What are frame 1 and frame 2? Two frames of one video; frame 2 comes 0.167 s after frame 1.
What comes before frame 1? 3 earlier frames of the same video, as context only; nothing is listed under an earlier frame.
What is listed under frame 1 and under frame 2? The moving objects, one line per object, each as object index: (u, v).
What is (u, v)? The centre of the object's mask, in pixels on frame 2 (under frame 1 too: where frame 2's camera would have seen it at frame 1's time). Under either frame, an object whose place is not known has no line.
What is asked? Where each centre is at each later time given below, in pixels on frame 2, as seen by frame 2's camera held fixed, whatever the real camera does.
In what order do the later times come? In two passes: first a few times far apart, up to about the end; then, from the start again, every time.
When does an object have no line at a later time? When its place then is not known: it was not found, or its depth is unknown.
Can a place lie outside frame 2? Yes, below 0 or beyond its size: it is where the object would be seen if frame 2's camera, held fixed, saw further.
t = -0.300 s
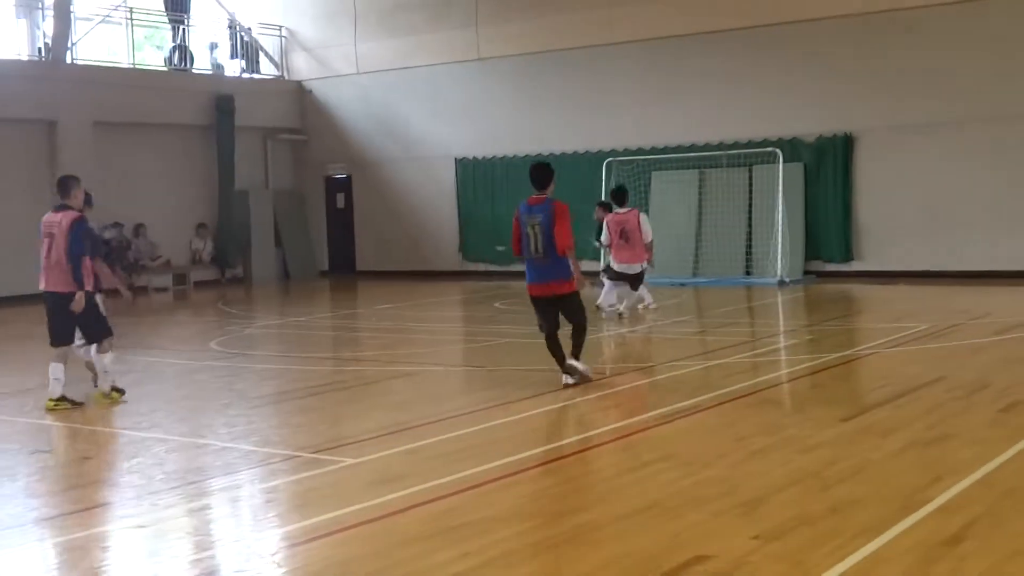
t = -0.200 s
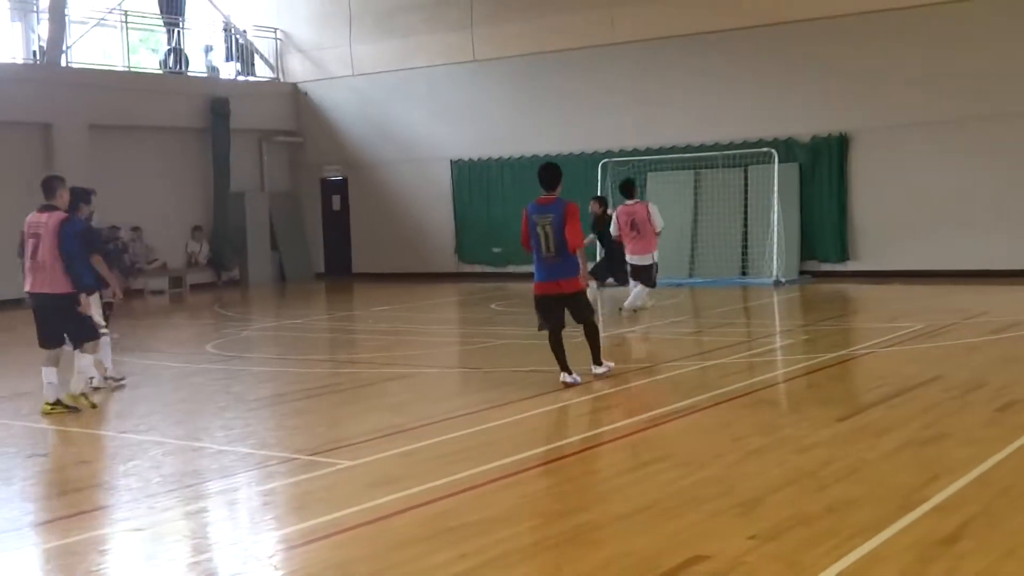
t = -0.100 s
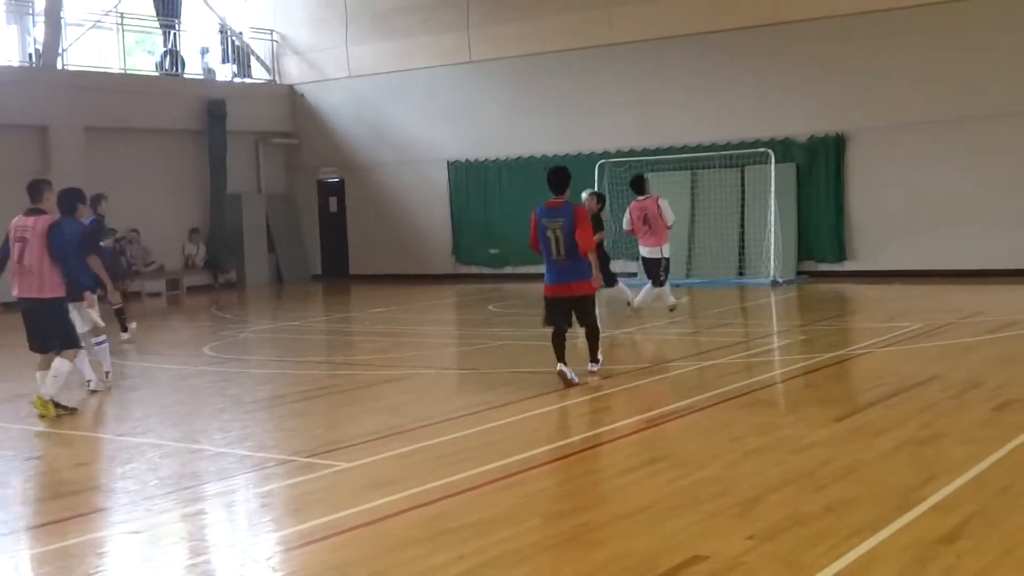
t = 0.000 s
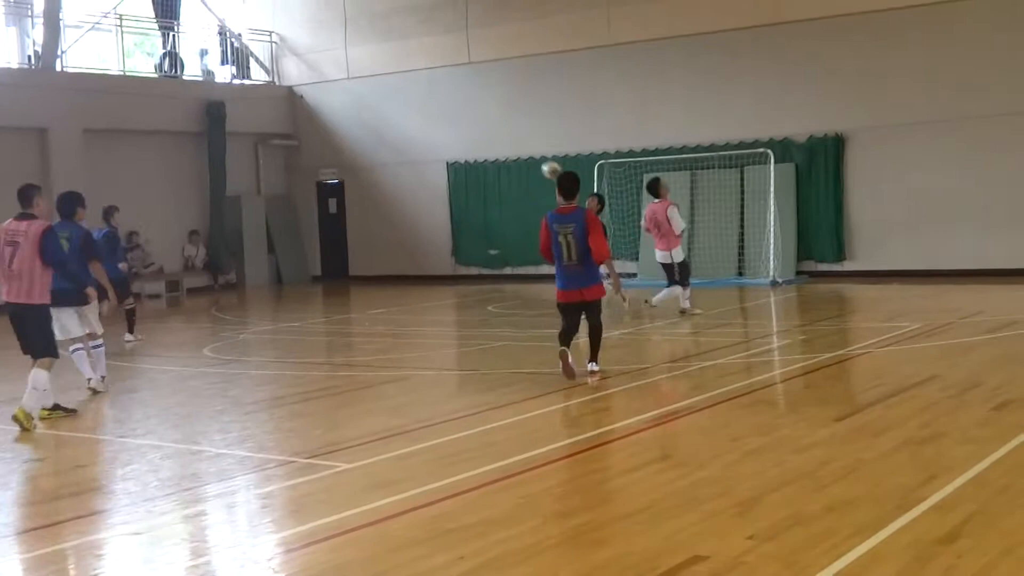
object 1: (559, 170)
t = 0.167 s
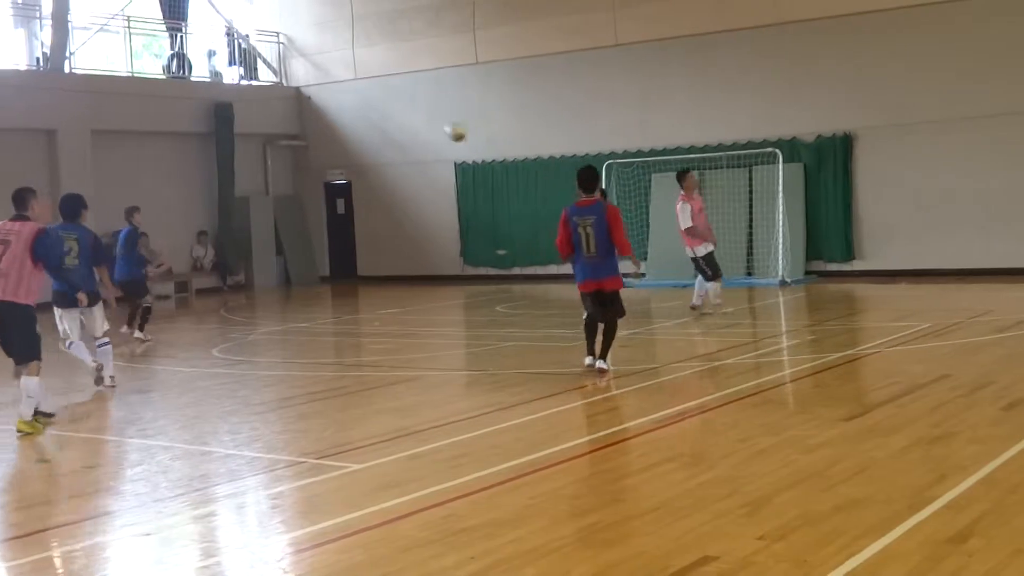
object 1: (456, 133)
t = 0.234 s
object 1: (405, 119)
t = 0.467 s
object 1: (160, 99)
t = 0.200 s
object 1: (431, 125)
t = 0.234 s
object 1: (405, 119)
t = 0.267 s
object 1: (378, 114)
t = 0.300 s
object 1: (348, 111)
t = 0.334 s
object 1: (312, 107)
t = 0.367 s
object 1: (280, 101)
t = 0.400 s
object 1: (242, 101)
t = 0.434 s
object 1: (204, 99)
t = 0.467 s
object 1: (160, 99)
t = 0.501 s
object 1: (111, 102)
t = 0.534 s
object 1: (58, 103)
